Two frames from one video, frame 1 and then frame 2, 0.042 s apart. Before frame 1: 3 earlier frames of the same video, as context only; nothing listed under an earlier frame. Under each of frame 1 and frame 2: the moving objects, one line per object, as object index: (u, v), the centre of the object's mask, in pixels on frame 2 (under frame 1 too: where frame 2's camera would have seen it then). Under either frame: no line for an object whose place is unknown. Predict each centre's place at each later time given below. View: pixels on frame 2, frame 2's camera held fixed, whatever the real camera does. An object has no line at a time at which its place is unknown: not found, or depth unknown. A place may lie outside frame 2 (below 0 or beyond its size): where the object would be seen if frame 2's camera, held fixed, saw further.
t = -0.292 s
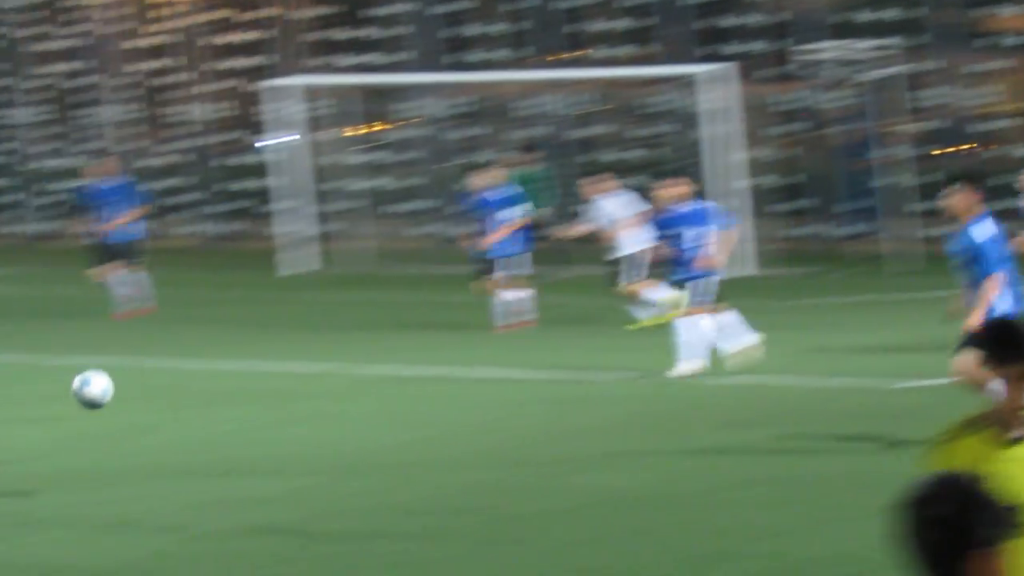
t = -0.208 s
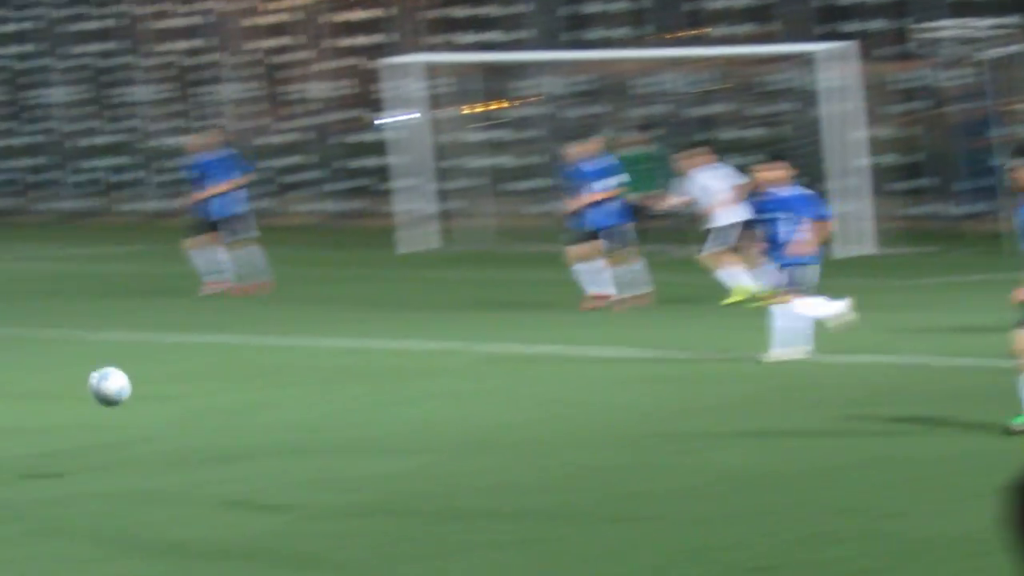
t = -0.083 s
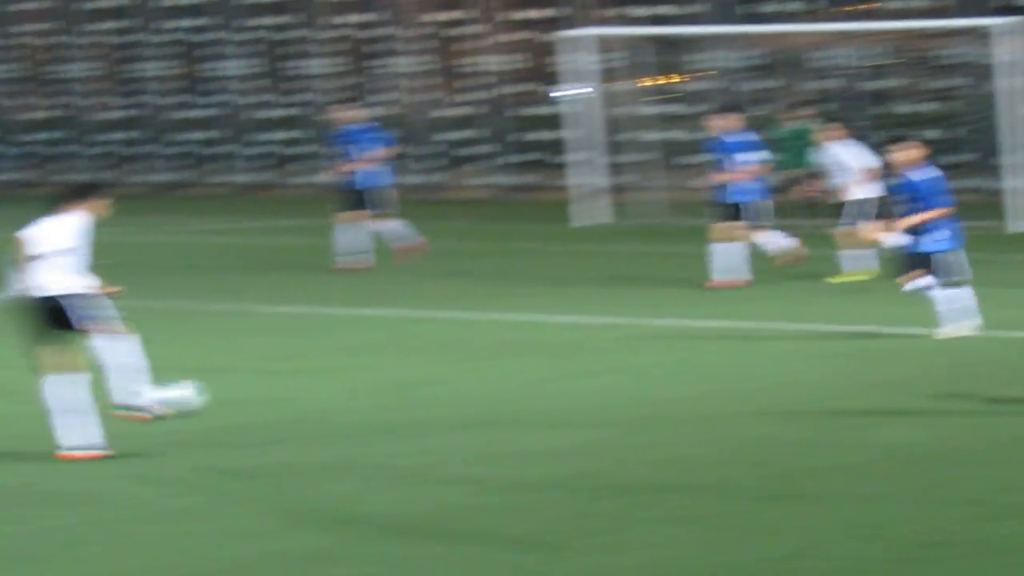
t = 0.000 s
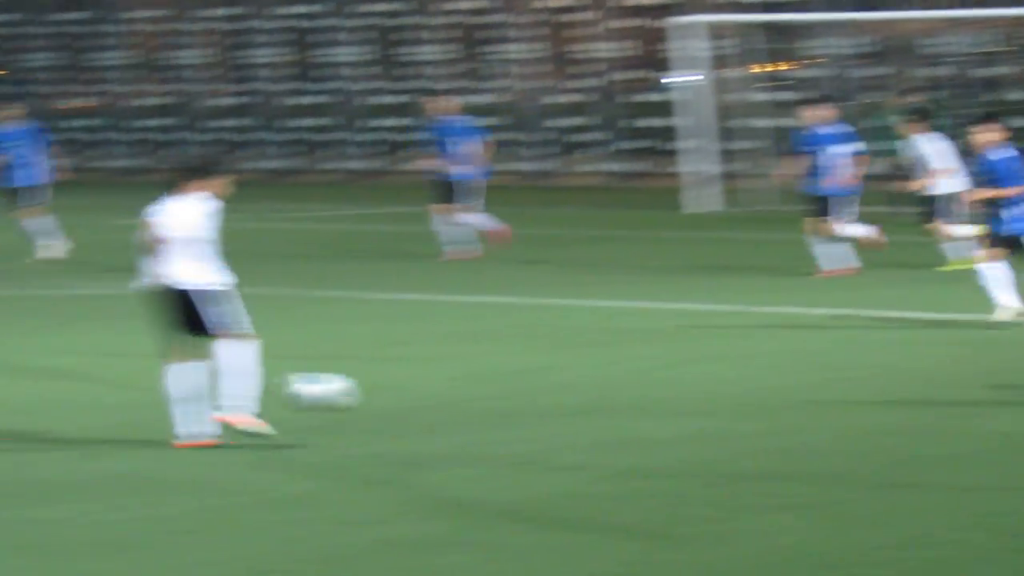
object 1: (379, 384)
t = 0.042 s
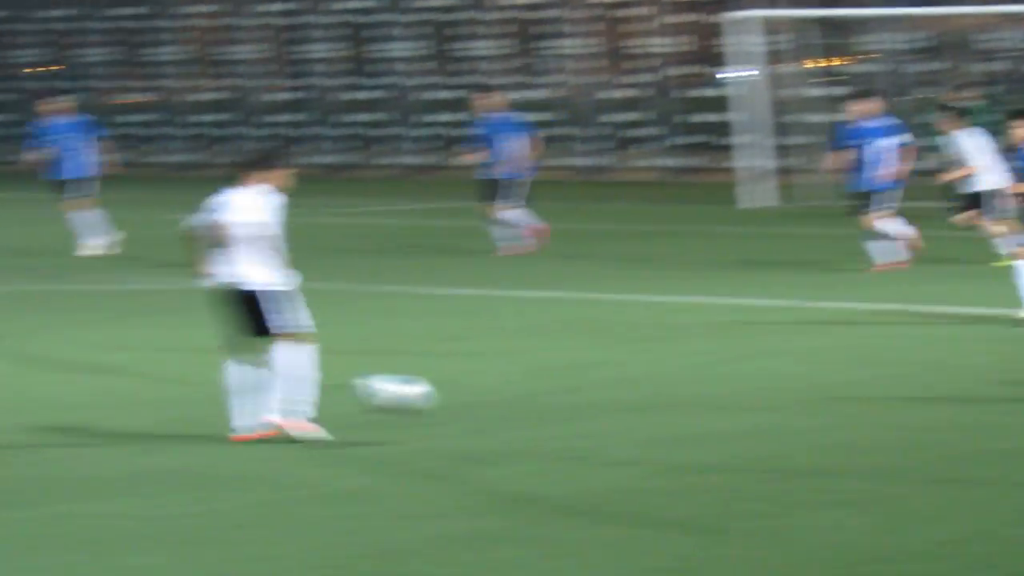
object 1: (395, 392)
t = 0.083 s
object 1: (415, 403)
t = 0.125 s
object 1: (439, 418)
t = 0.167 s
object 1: (468, 432)
